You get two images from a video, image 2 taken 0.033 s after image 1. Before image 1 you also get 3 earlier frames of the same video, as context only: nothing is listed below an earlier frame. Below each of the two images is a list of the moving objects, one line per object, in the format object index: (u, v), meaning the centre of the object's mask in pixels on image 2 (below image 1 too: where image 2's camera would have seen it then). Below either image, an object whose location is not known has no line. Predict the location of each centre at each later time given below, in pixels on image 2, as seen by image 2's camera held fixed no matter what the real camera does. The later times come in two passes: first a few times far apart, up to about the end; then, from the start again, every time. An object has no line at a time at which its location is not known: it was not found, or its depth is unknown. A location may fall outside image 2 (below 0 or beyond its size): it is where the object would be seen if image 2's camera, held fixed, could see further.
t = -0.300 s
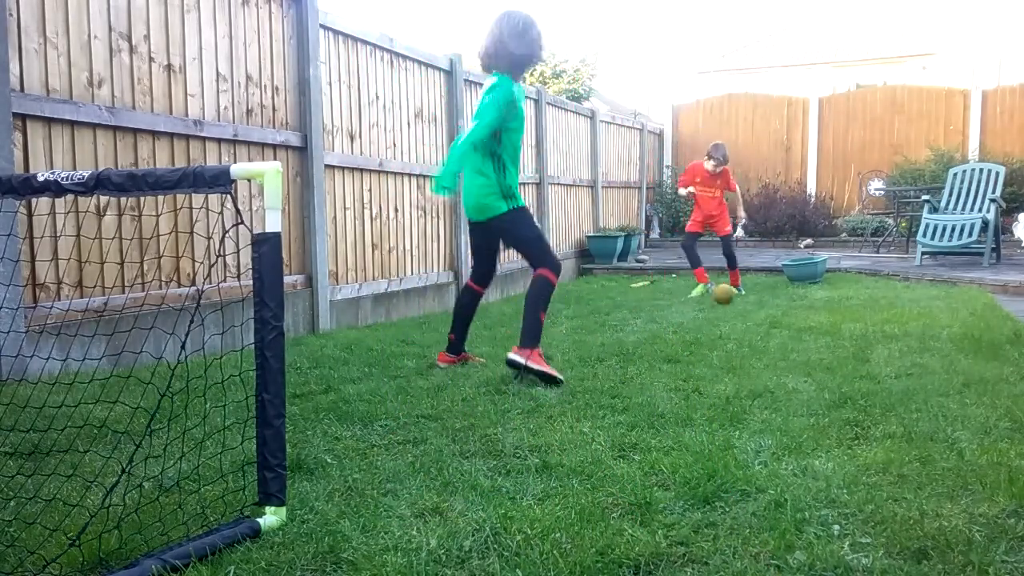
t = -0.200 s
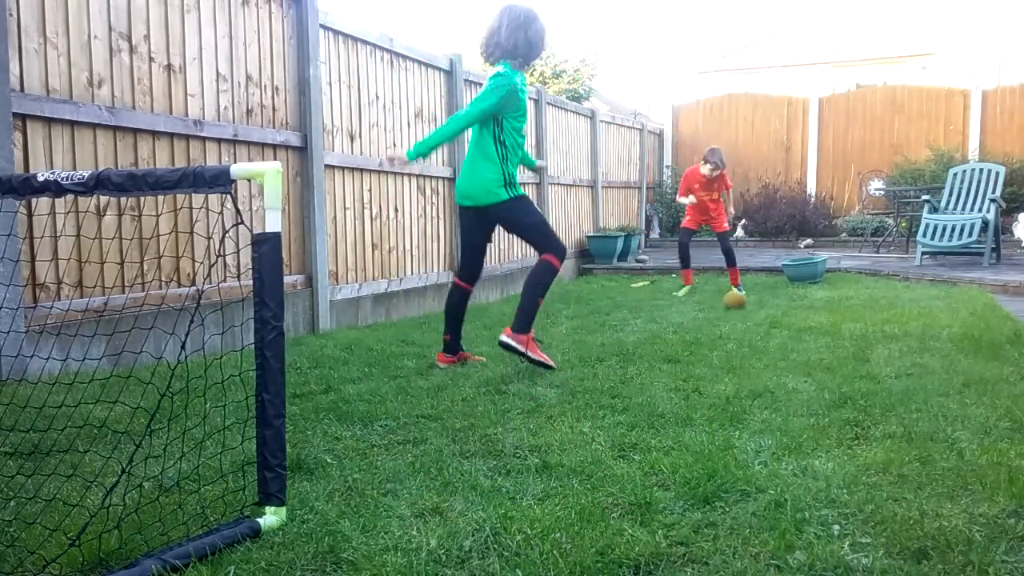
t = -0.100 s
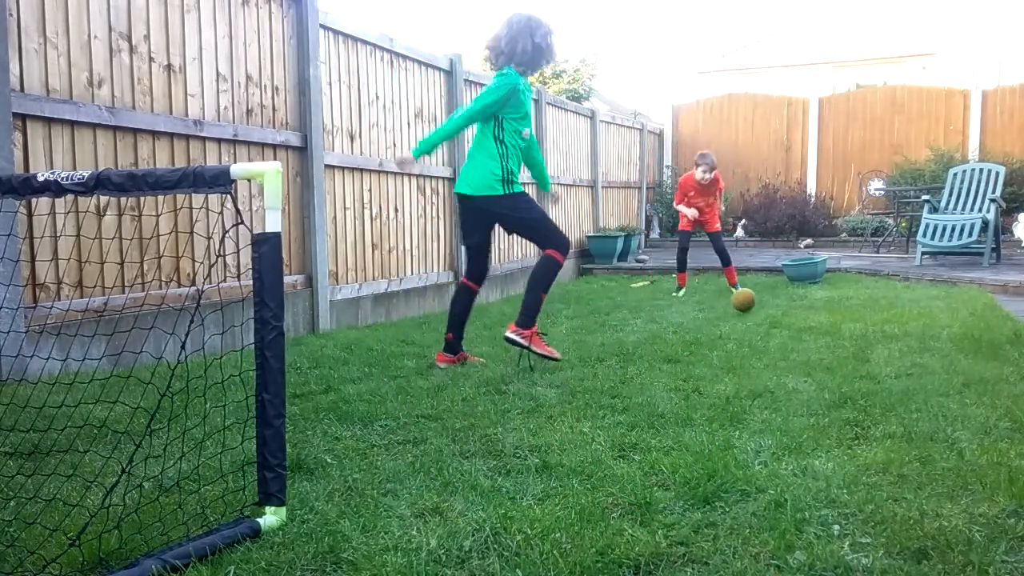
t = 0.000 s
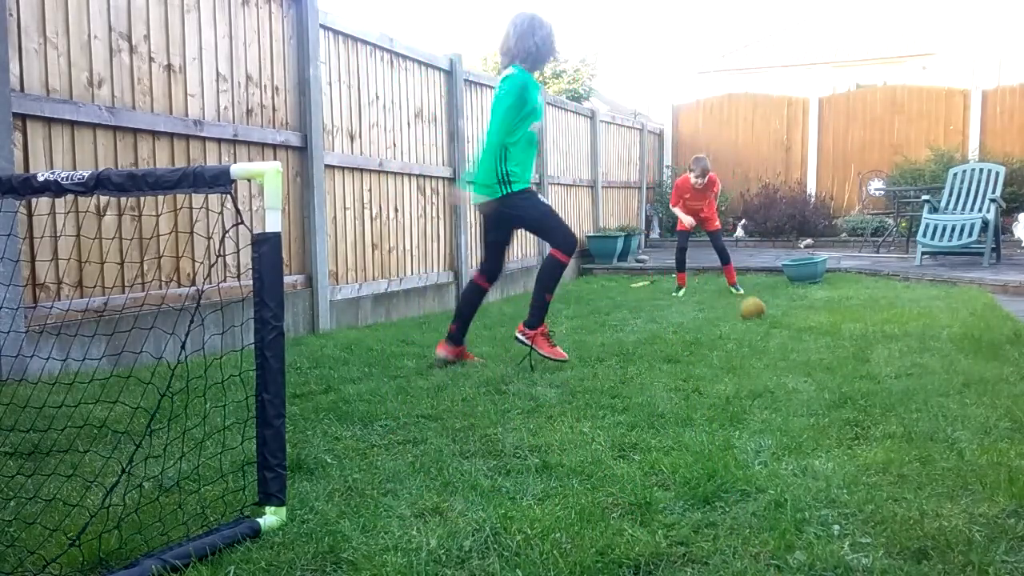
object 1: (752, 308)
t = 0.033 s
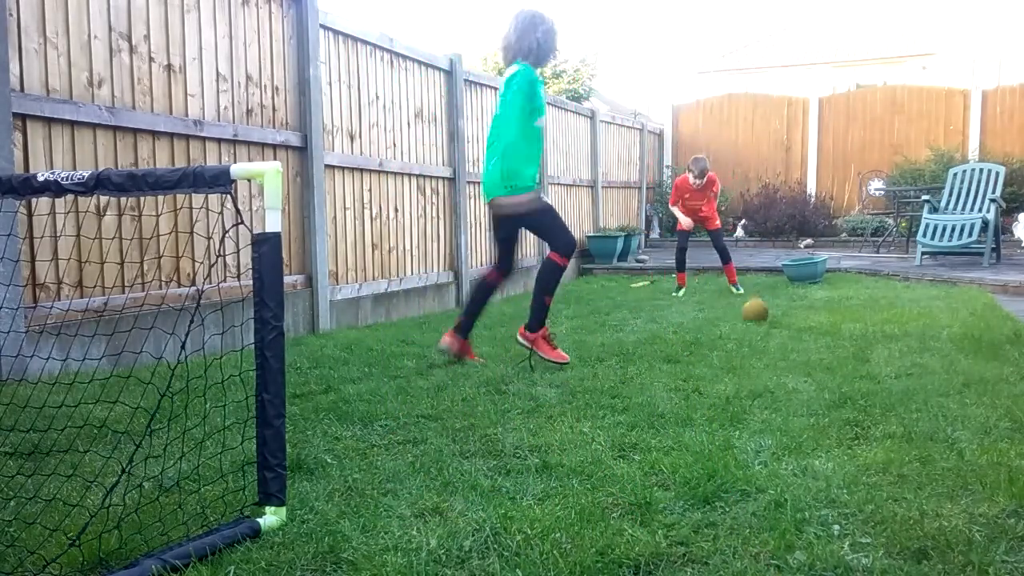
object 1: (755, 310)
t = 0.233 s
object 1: (780, 318)
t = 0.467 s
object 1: (808, 328)
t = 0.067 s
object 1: (759, 308)
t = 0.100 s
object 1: (764, 306)
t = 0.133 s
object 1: (767, 307)
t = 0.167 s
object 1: (771, 311)
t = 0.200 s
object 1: (775, 314)
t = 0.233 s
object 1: (780, 318)
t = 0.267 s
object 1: (784, 321)
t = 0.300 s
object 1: (787, 320)
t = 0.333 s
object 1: (791, 318)
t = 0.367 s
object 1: (795, 319)
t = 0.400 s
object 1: (799, 320)
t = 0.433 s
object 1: (803, 323)
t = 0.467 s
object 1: (808, 328)
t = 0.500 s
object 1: (811, 330)
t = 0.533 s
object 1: (816, 328)
